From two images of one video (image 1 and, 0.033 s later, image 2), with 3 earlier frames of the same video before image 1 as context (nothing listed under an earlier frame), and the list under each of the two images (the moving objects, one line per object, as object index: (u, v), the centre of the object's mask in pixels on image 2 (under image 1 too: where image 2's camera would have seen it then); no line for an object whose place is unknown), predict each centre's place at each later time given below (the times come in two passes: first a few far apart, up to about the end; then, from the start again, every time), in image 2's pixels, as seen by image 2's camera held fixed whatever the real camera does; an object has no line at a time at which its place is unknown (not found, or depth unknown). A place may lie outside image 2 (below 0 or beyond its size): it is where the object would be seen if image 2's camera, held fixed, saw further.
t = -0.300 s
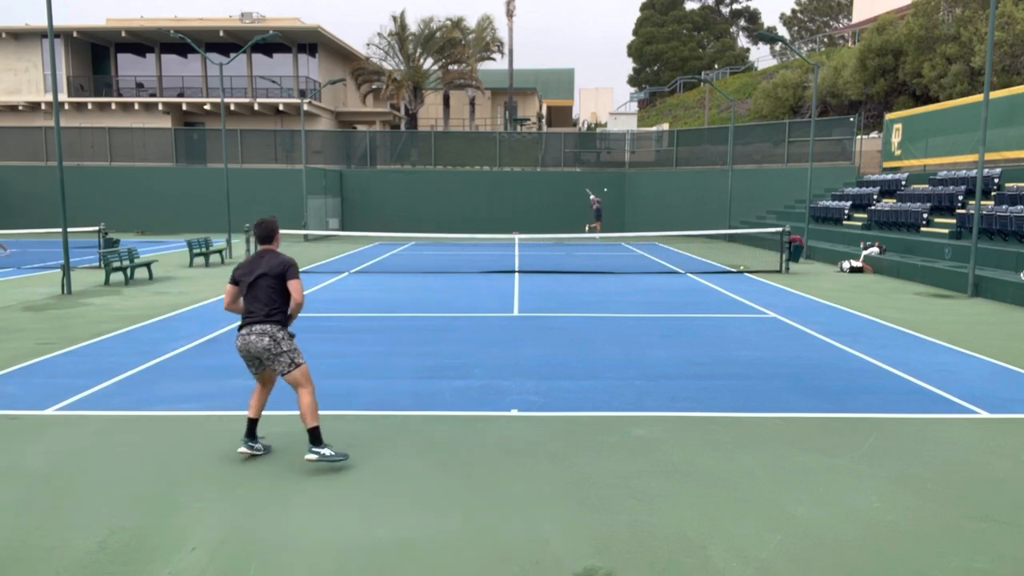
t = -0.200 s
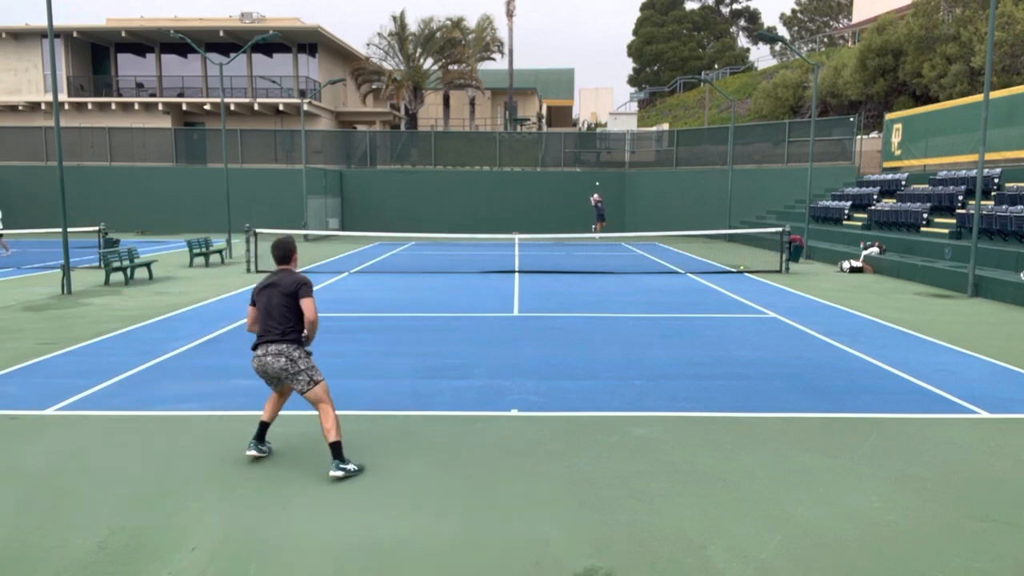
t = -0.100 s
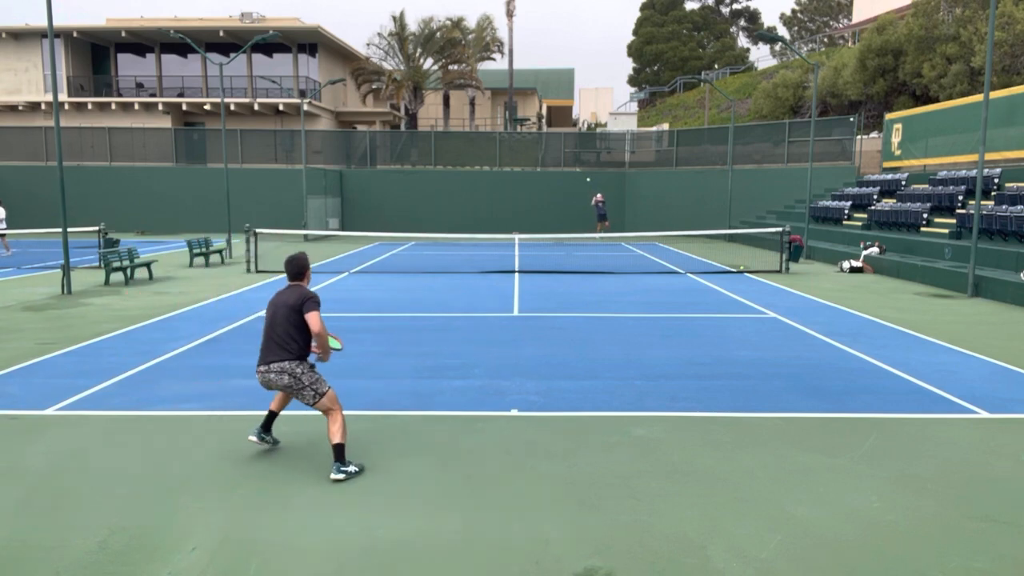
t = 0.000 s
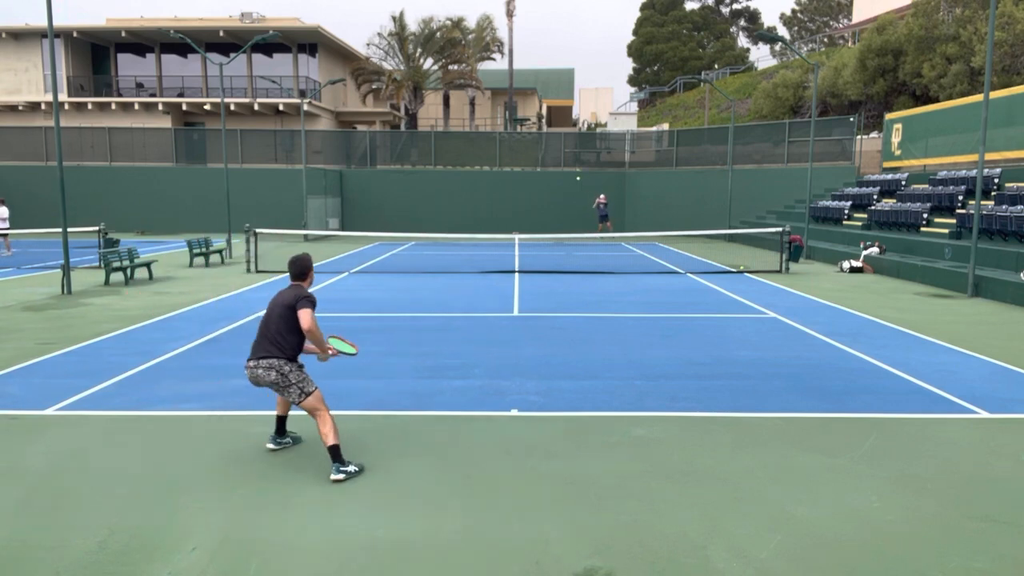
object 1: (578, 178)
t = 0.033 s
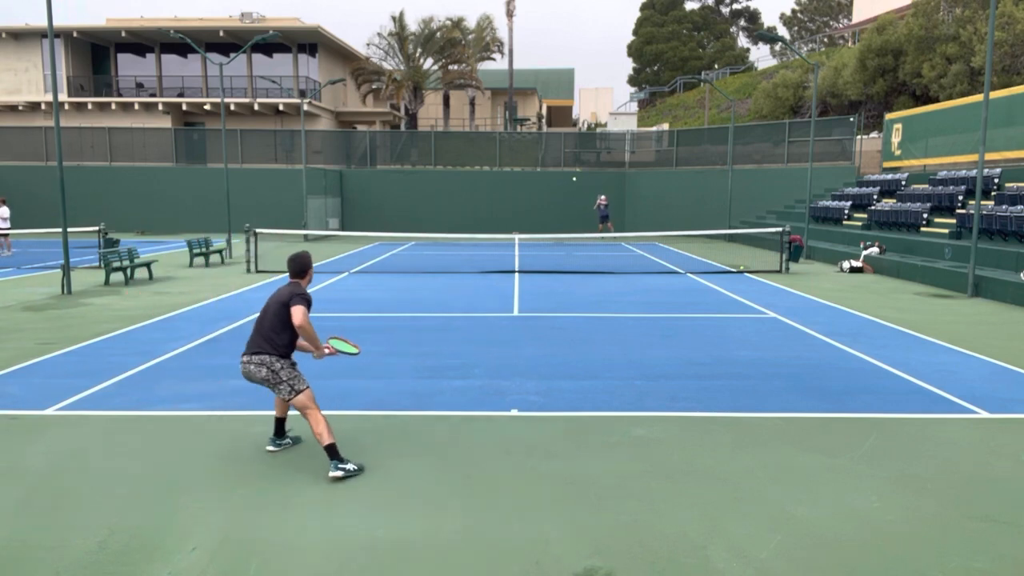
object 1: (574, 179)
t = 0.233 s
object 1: (548, 192)
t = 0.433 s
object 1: (512, 230)
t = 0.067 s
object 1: (570, 180)
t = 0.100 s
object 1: (566, 181)
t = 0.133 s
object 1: (562, 183)
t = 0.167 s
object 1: (557, 185)
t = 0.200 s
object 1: (552, 188)
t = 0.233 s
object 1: (548, 192)
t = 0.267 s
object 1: (542, 196)
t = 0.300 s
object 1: (537, 202)
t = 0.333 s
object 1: (531, 207)
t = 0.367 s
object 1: (525, 214)
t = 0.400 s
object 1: (519, 222)
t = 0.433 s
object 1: (512, 230)
